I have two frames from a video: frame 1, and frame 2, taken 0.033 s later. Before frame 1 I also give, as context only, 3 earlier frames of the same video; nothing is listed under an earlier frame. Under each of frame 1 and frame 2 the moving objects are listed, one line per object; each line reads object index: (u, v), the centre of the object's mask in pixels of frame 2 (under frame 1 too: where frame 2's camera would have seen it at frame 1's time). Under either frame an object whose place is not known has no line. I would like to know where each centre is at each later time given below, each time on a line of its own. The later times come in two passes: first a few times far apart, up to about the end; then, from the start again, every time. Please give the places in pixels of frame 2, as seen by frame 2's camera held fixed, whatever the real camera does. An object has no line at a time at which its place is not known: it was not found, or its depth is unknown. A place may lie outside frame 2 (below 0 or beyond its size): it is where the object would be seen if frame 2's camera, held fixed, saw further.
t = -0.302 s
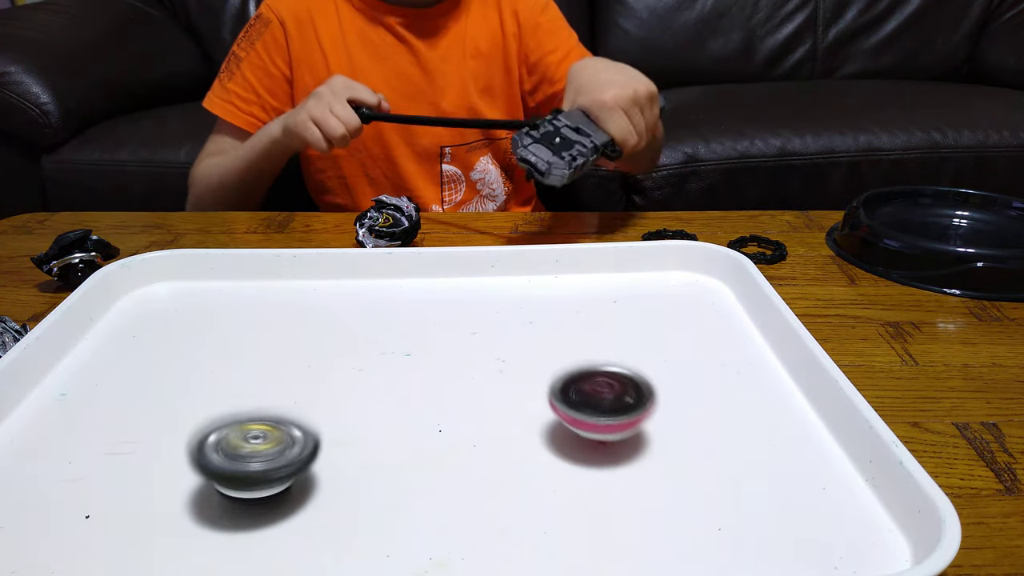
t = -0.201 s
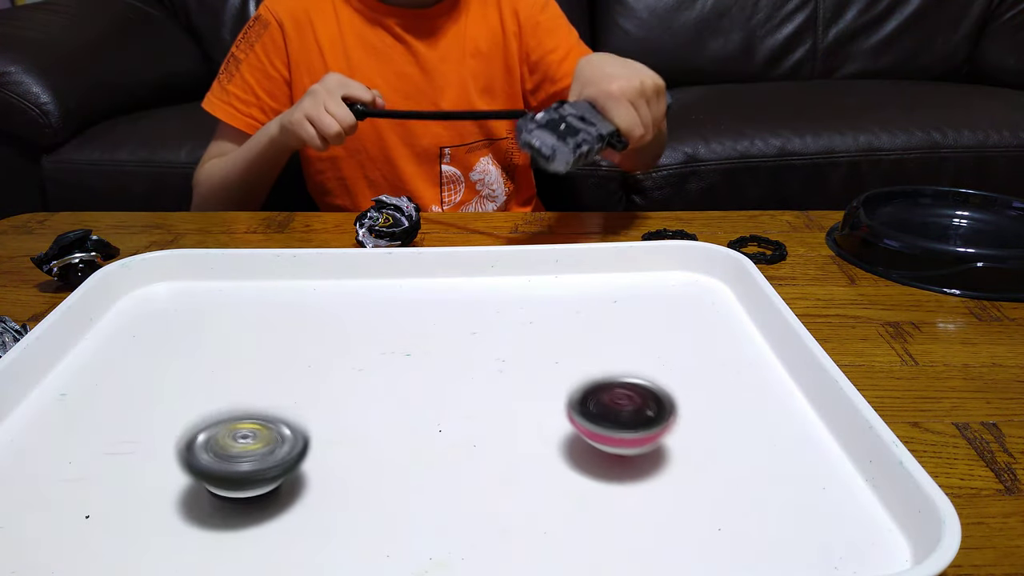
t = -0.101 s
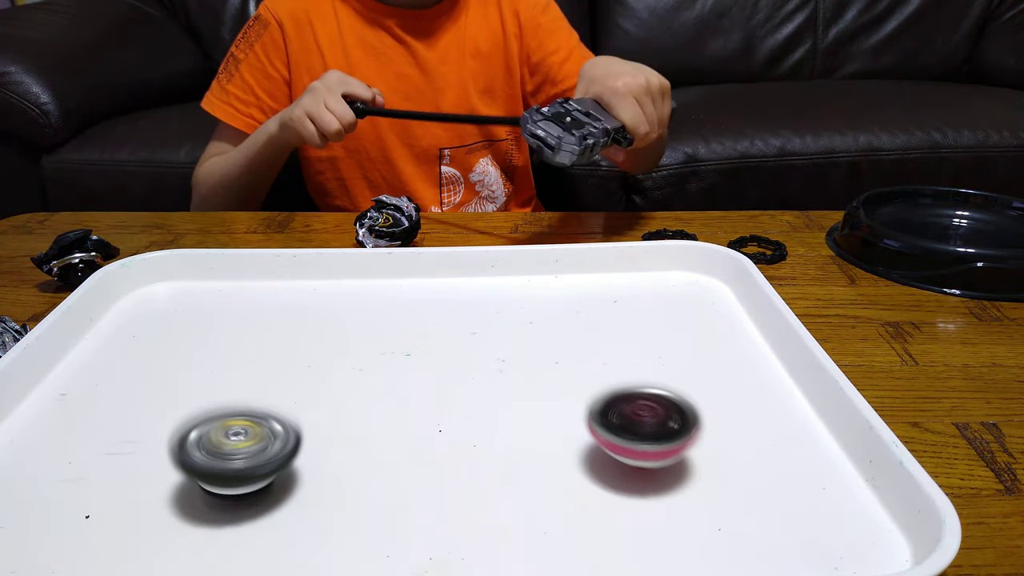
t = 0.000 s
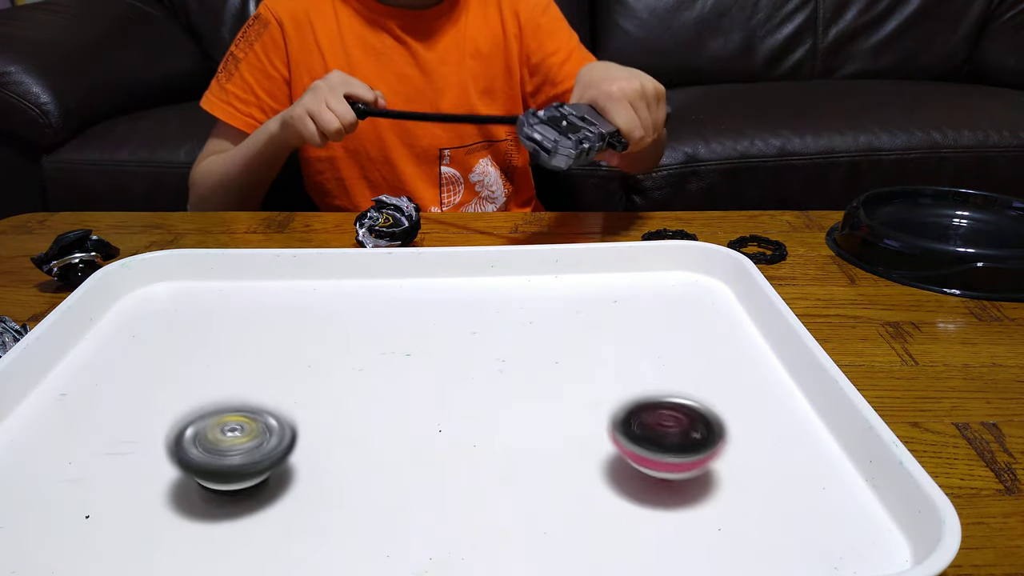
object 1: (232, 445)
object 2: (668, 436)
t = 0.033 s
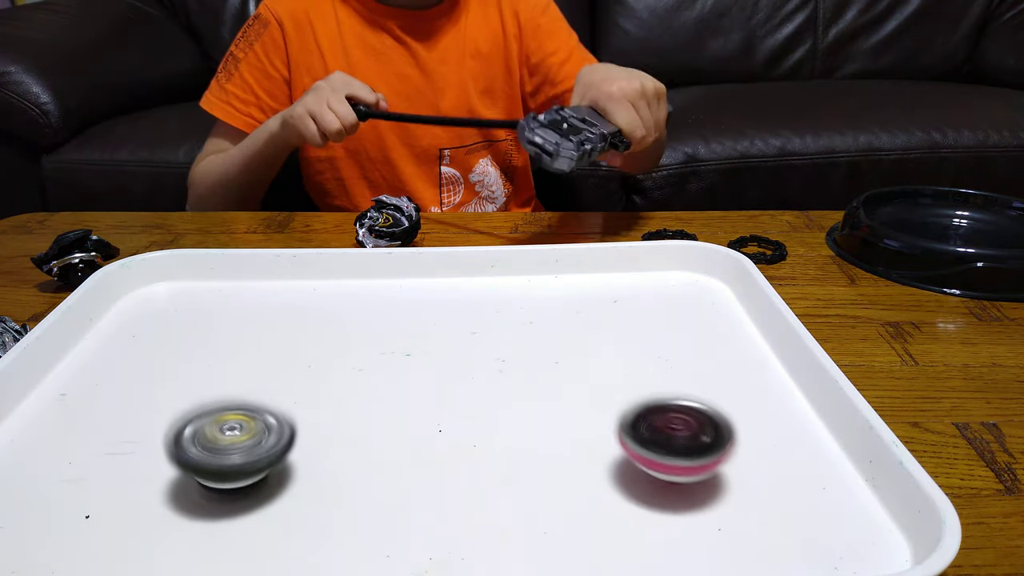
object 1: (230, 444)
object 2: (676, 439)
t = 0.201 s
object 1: (228, 434)
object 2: (719, 448)
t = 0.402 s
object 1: (234, 425)
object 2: (766, 457)
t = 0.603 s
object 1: (250, 417)
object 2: (804, 458)
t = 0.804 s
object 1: (273, 413)
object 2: (831, 453)
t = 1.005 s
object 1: (296, 414)
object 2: (807, 449)
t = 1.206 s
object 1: (317, 421)
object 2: (724, 454)
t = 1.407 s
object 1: (331, 432)
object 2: (640, 464)
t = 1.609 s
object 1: (333, 445)
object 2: (553, 481)
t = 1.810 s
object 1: (327, 457)
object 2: (459, 510)
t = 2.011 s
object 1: (312, 464)
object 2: (356, 537)
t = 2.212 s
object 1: (306, 342)
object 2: (350, 531)
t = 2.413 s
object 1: (310, 290)
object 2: (323, 508)
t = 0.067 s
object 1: (229, 442)
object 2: (684, 441)
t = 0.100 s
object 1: (229, 440)
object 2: (693, 443)
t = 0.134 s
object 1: (228, 438)
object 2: (702, 445)
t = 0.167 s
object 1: (229, 435)
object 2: (710, 446)
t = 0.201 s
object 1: (228, 434)
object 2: (719, 448)
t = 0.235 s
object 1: (228, 433)
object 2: (728, 450)
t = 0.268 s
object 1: (228, 431)
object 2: (735, 452)
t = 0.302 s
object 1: (229, 430)
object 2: (743, 454)
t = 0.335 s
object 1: (230, 428)
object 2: (751, 456)
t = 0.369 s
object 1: (232, 426)
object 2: (759, 456)
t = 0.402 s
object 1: (234, 425)
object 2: (766, 457)
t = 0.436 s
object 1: (236, 423)
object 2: (773, 458)
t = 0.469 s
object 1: (239, 422)
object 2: (779, 458)
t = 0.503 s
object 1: (241, 420)
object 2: (786, 458)
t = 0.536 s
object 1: (244, 419)
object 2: (792, 458)
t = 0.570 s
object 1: (247, 418)
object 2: (799, 458)
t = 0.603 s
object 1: (250, 417)
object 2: (804, 458)
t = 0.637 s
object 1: (253, 416)
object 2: (810, 457)
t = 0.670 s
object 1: (257, 415)
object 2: (814, 456)
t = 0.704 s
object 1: (260, 414)
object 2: (819, 456)
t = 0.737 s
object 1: (265, 414)
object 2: (824, 455)
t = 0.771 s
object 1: (269, 413)
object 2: (828, 454)
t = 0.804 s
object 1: (273, 413)
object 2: (831, 453)
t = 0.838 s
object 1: (277, 413)
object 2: (835, 452)
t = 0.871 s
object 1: (281, 413)
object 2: (838, 451)
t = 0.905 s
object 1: (285, 413)
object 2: (838, 449)
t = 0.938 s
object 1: (289, 413)
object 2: (830, 450)
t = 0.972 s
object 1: (293, 414)
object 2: (819, 450)
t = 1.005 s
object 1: (296, 414)
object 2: (807, 449)
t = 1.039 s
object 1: (300, 415)
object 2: (793, 449)
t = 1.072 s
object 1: (304, 416)
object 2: (780, 450)
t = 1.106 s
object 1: (308, 417)
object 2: (766, 451)
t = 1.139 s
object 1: (311, 418)
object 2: (753, 452)
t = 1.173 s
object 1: (315, 419)
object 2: (739, 453)
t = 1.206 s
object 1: (317, 421)
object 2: (724, 454)
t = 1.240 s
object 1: (320, 423)
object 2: (710, 456)
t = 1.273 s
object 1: (323, 424)
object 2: (696, 457)
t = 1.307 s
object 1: (325, 426)
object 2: (682, 458)
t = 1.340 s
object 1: (327, 428)
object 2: (667, 460)
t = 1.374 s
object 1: (329, 430)
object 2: (654, 462)
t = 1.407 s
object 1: (331, 432)
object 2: (640, 464)
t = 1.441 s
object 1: (331, 434)
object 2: (626, 466)
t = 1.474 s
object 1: (332, 436)
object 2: (611, 469)
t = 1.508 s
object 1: (333, 438)
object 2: (597, 471)
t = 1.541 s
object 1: (334, 440)
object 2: (583, 475)
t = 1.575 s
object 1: (333, 442)
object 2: (568, 478)
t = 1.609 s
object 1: (333, 445)
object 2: (553, 481)
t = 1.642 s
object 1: (333, 447)
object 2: (538, 485)
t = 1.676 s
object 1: (332, 449)
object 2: (523, 490)
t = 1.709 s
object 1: (331, 451)
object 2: (507, 495)
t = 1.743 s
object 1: (330, 453)
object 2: (491, 499)
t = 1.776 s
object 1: (328, 455)
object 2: (475, 505)
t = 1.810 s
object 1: (327, 457)
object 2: (459, 510)
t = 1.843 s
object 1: (325, 459)
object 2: (443, 517)
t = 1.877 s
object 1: (323, 461)
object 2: (425, 523)
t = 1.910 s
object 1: (320, 463)
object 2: (407, 528)
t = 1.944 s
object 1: (318, 464)
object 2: (389, 532)
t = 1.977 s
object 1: (314, 465)
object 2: (371, 536)
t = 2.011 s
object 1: (312, 464)
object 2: (356, 537)
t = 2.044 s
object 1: (311, 447)
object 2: (352, 531)
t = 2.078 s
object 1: (310, 420)
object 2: (356, 533)
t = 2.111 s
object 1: (309, 394)
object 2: (358, 535)
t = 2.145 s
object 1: (308, 373)
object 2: (357, 535)
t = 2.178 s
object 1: (307, 356)
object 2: (354, 533)
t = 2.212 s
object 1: (306, 342)
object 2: (350, 531)
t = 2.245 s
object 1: (305, 329)
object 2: (344, 528)
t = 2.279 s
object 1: (305, 319)
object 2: (340, 525)
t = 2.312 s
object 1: (306, 310)
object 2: (337, 520)
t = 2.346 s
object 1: (306, 302)
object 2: (331, 516)
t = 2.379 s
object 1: (308, 296)
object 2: (327, 511)
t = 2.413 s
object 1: (310, 290)
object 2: (323, 508)
